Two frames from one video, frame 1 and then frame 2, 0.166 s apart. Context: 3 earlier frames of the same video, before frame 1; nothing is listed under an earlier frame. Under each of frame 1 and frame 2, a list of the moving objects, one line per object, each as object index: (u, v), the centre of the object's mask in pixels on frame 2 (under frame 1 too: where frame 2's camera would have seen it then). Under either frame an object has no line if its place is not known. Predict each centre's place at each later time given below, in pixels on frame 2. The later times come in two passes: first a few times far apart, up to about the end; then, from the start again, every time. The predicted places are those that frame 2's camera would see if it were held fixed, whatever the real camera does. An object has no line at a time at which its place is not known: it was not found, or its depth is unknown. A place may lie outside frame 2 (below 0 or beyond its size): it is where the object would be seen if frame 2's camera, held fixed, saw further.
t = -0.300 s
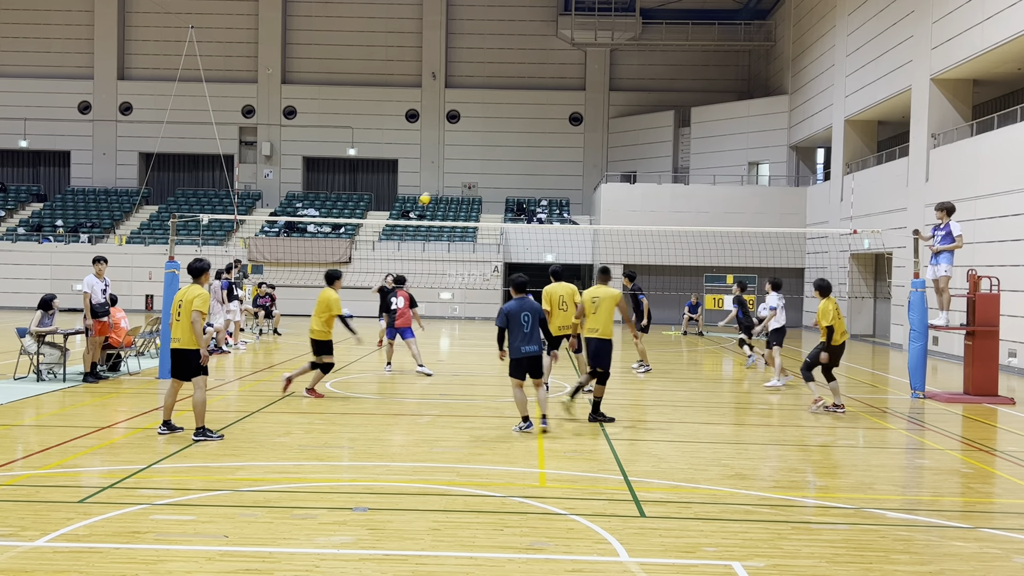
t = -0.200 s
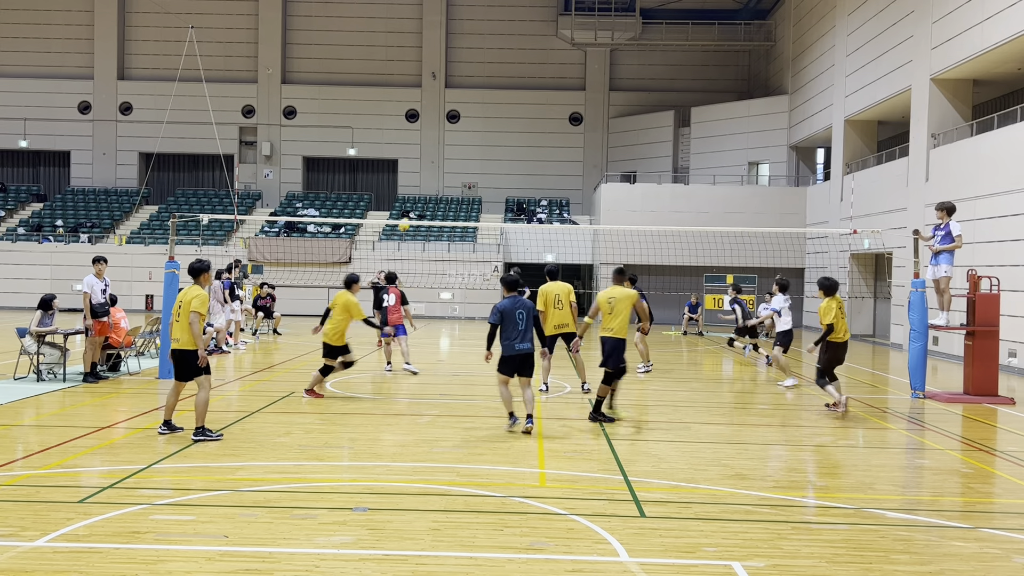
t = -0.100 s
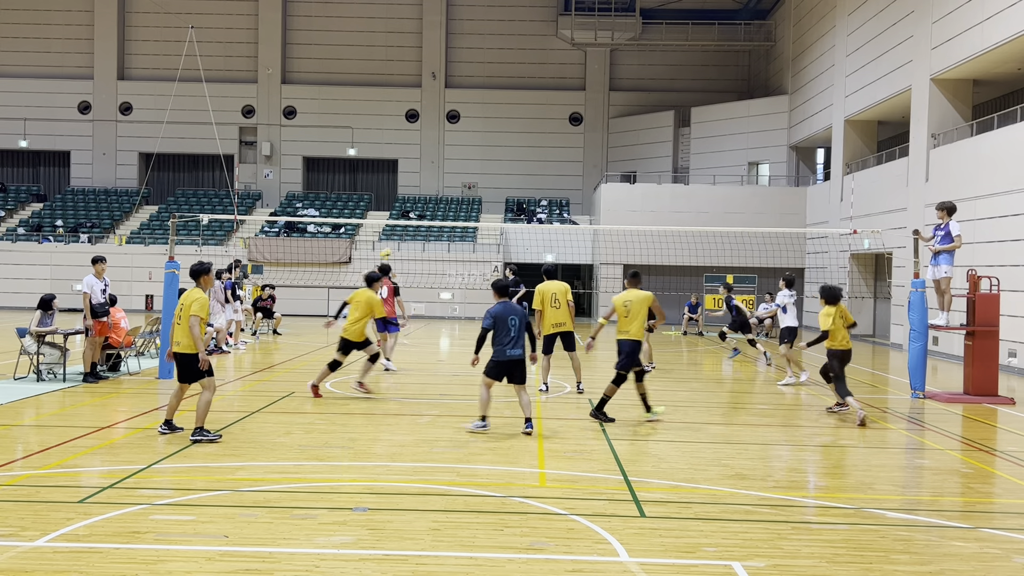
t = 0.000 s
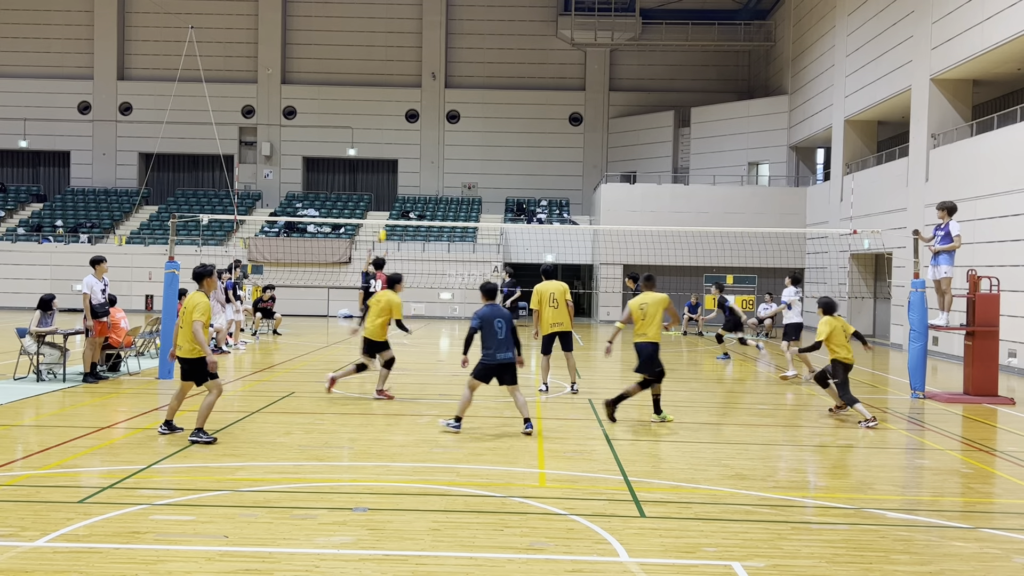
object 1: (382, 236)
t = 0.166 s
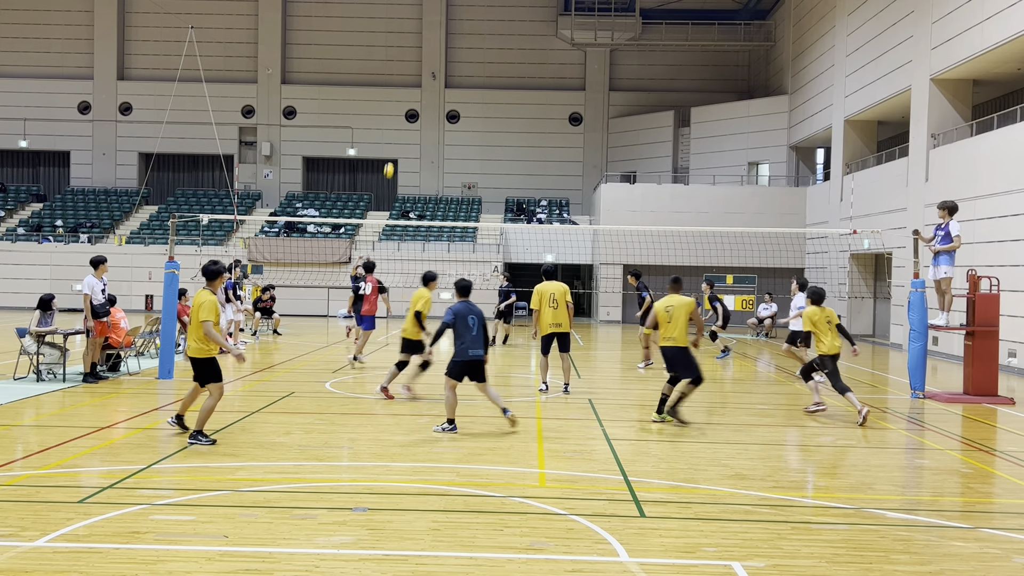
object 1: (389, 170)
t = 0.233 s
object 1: (392, 147)
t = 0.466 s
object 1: (402, 84)
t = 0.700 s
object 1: (412, 46)
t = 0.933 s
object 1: (421, 34)
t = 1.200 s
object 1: (430, 52)
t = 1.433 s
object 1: (439, 94)
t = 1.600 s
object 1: (444, 140)
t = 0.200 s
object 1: (390, 158)
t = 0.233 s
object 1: (392, 147)
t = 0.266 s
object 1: (393, 137)
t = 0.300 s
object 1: (395, 126)
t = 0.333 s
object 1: (396, 117)
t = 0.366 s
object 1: (397, 108)
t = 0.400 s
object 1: (399, 100)
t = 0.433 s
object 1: (400, 92)
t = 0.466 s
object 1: (402, 84)
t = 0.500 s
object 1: (403, 77)
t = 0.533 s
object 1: (405, 71)
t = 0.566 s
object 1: (406, 65)
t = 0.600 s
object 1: (408, 59)
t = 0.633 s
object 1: (409, 55)
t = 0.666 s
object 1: (410, 50)
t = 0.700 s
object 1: (412, 46)
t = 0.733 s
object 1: (413, 43)
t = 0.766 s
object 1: (414, 40)
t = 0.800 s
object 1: (416, 38)
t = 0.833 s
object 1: (417, 36)
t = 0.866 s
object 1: (418, 35)
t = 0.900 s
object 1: (419, 34)
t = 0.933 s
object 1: (421, 34)
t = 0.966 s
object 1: (422, 35)
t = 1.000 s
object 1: (423, 35)
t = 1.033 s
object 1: (424, 37)
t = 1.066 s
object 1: (426, 39)
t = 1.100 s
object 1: (427, 41)
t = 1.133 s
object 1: (428, 44)
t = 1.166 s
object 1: (429, 47)
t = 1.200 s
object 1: (430, 52)
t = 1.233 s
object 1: (432, 55)
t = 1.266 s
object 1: (433, 61)
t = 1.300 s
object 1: (434, 67)
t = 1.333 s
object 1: (435, 73)
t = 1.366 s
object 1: (436, 79)
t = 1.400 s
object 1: (438, 87)
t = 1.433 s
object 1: (439, 94)
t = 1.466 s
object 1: (440, 102)
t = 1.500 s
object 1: (441, 111)
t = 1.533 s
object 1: (442, 120)
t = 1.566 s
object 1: (443, 129)
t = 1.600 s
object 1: (444, 140)
